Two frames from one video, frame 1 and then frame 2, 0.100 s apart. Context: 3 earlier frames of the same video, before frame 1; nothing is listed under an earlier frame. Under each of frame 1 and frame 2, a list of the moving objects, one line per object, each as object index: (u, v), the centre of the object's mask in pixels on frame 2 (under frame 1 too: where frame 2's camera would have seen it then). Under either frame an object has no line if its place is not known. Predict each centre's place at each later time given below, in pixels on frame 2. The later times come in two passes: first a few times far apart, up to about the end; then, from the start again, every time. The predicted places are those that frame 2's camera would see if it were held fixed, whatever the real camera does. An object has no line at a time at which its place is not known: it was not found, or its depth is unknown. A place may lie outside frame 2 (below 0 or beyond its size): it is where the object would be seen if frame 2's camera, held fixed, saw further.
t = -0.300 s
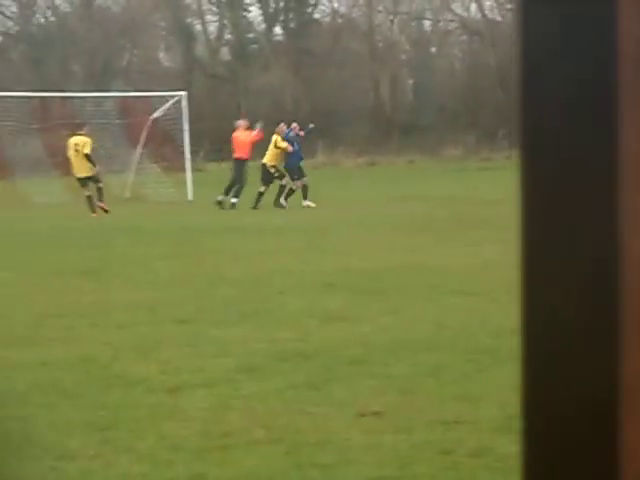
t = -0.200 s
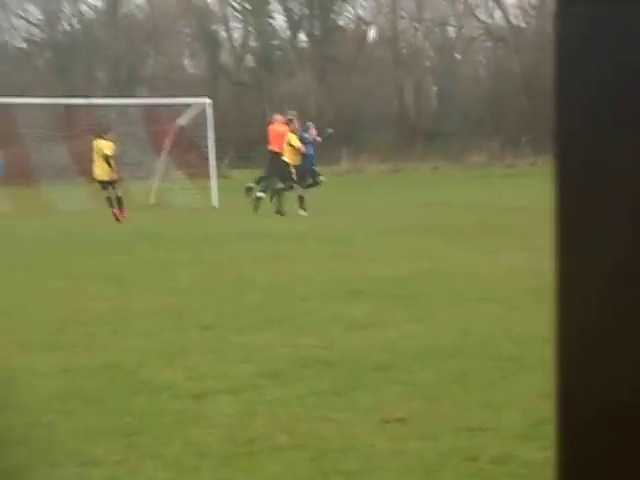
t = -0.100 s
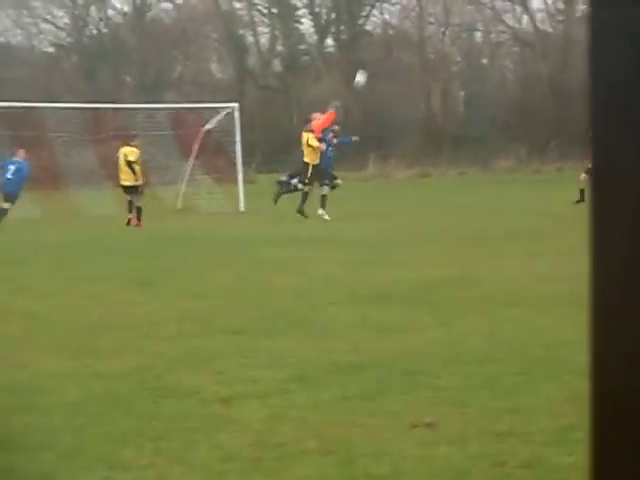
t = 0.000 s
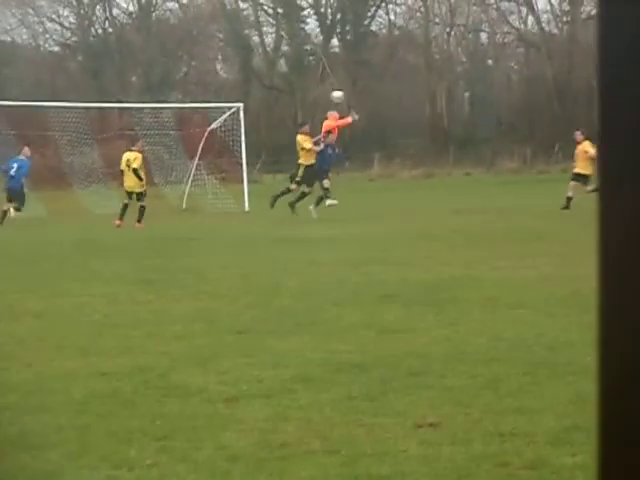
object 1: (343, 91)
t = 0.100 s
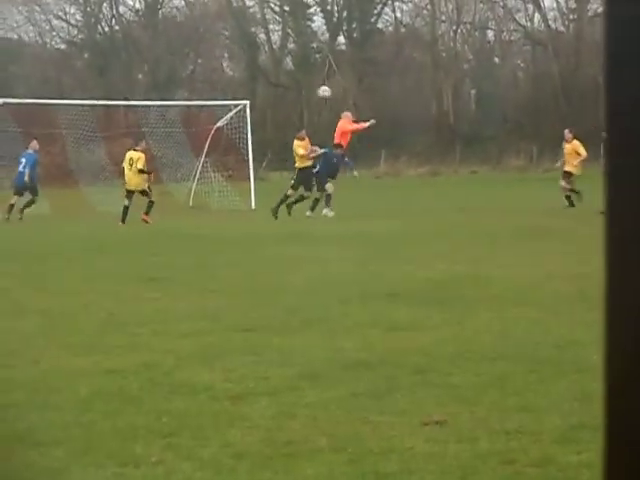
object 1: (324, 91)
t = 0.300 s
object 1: (283, 103)
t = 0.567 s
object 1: (228, 151)
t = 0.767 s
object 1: (184, 212)
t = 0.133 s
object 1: (317, 91)
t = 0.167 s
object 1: (310, 91)
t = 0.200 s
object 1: (304, 94)
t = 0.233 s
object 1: (297, 96)
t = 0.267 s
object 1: (291, 99)
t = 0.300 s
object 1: (283, 103)
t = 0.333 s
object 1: (277, 107)
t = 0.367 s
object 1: (270, 111)
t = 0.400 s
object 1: (263, 116)
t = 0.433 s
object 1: (257, 122)
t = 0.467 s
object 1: (250, 128)
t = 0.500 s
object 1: (241, 135)
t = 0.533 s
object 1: (235, 143)
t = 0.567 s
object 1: (228, 151)
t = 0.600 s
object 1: (221, 160)
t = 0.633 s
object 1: (214, 169)
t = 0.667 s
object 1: (206, 179)
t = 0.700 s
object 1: (200, 189)
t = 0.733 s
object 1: (192, 201)
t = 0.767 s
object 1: (184, 212)
